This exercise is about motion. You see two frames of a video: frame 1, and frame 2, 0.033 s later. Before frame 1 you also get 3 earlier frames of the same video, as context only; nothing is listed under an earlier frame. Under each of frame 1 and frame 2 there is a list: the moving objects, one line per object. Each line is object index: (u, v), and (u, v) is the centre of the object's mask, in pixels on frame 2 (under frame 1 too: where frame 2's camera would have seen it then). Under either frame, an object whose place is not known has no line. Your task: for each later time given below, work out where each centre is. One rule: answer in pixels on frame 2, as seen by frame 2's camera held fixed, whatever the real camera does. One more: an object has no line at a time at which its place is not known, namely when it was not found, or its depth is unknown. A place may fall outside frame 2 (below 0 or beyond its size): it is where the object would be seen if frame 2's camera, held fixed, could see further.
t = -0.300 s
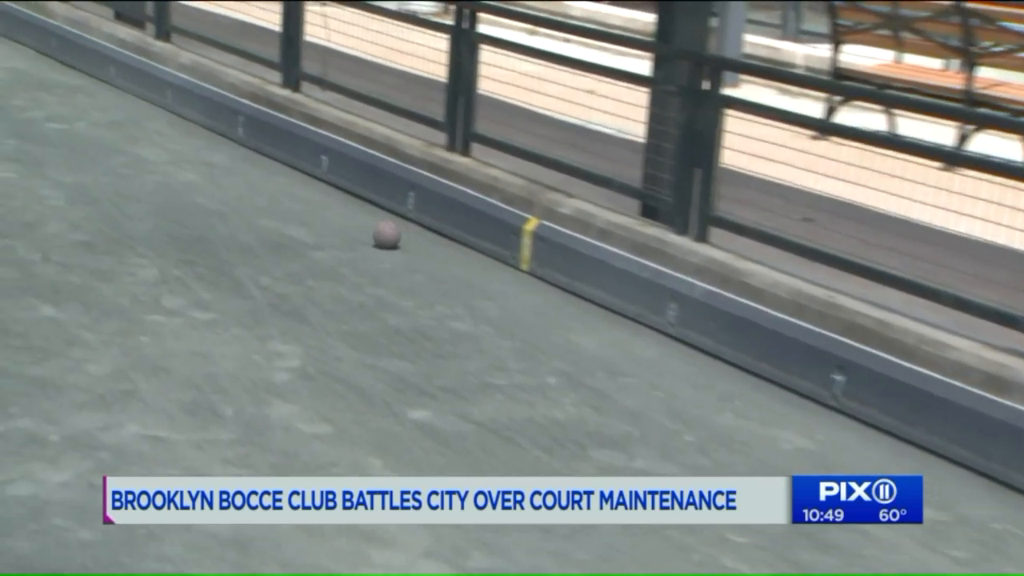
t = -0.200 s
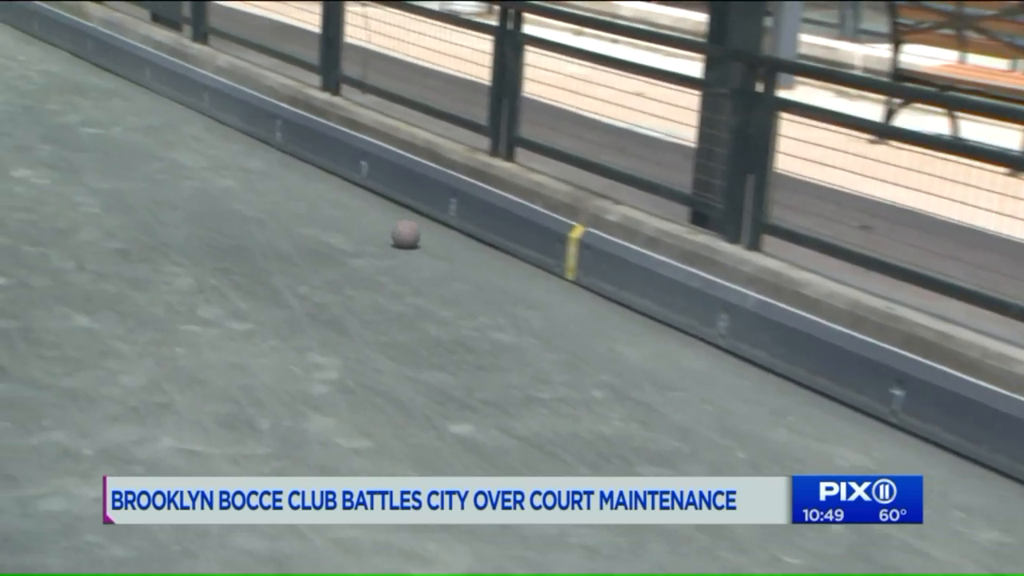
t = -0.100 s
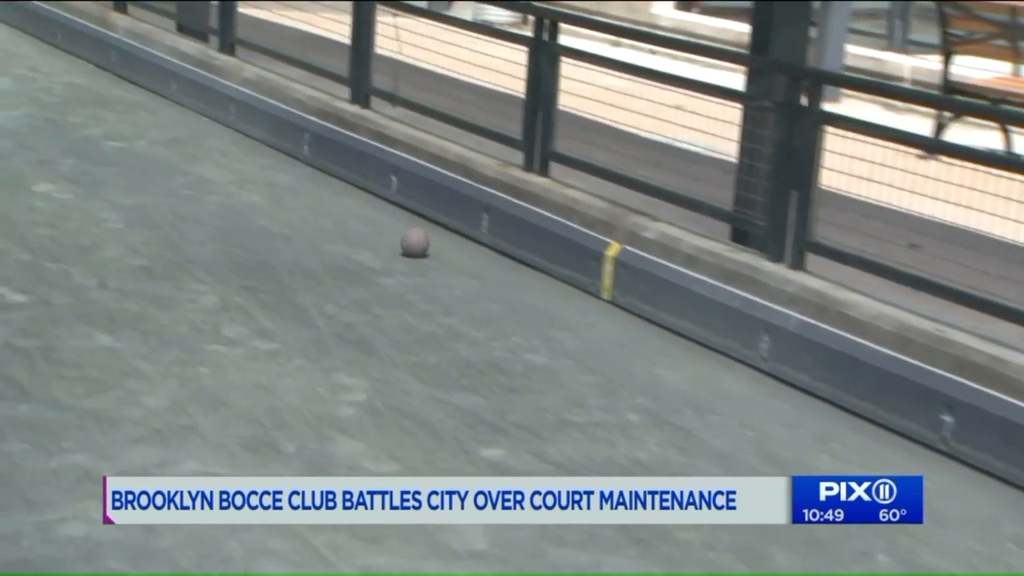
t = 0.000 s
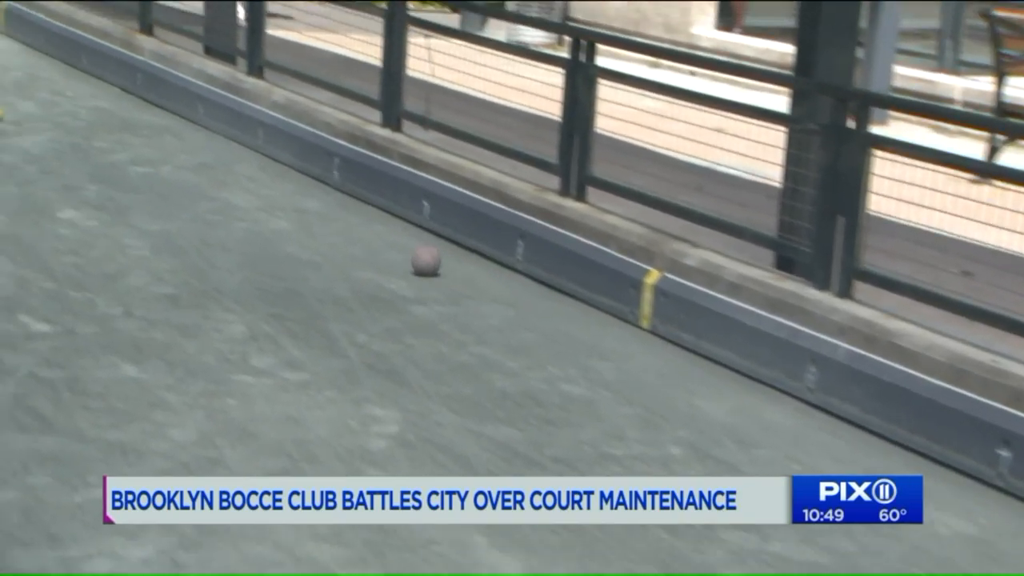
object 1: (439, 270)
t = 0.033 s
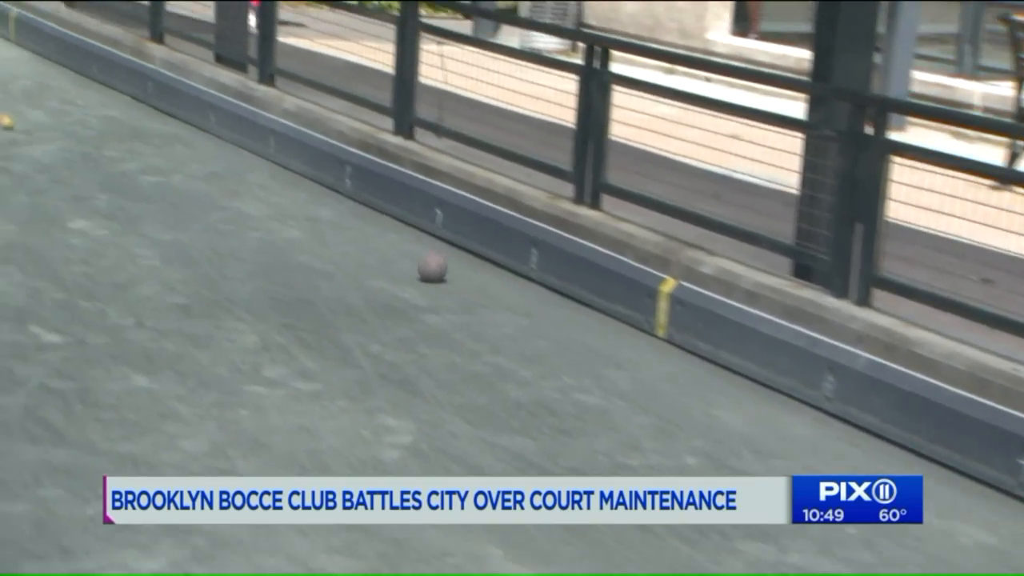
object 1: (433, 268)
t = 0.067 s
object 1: (425, 265)
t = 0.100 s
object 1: (418, 263)
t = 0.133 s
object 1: (411, 260)
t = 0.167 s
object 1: (405, 257)
